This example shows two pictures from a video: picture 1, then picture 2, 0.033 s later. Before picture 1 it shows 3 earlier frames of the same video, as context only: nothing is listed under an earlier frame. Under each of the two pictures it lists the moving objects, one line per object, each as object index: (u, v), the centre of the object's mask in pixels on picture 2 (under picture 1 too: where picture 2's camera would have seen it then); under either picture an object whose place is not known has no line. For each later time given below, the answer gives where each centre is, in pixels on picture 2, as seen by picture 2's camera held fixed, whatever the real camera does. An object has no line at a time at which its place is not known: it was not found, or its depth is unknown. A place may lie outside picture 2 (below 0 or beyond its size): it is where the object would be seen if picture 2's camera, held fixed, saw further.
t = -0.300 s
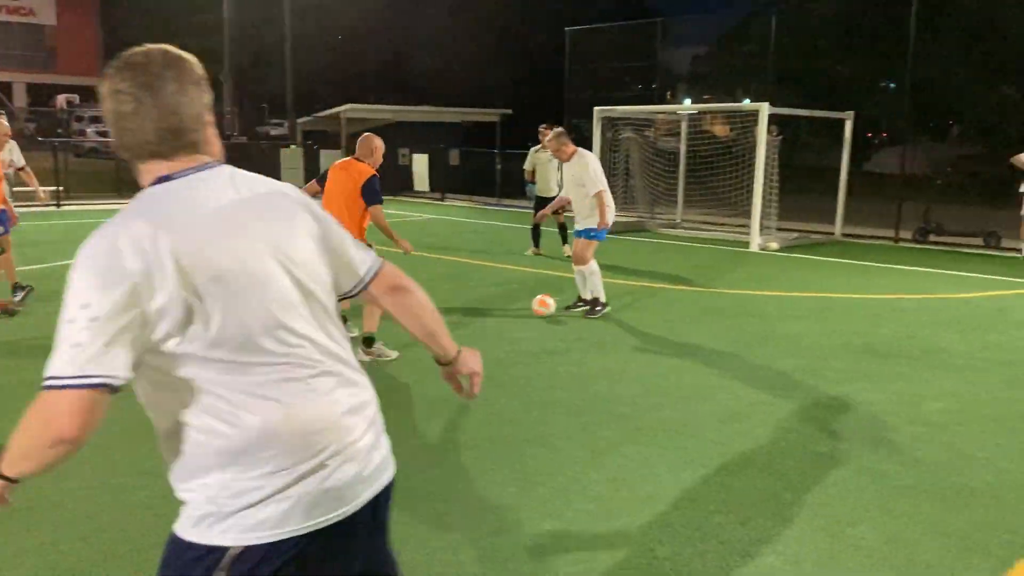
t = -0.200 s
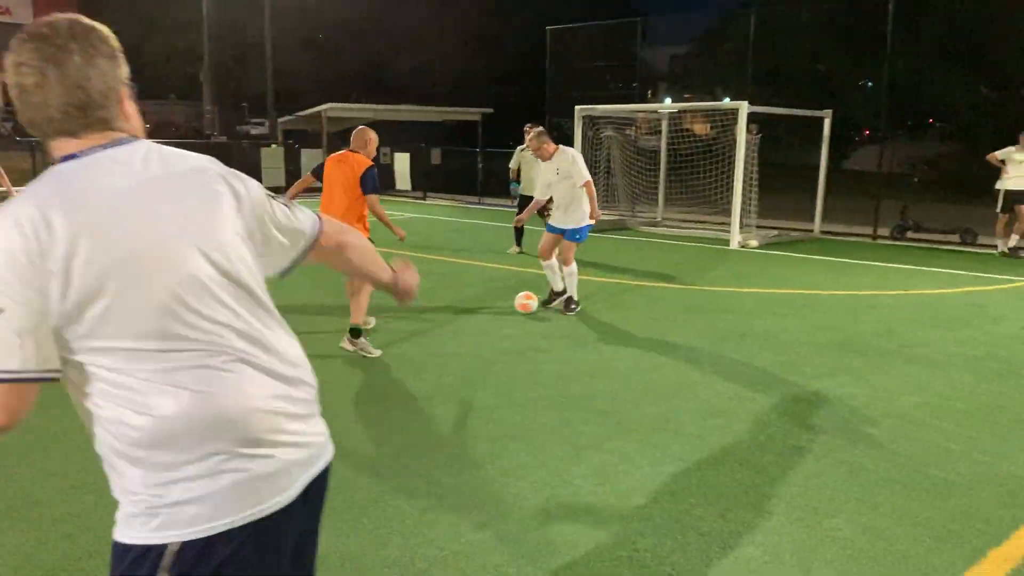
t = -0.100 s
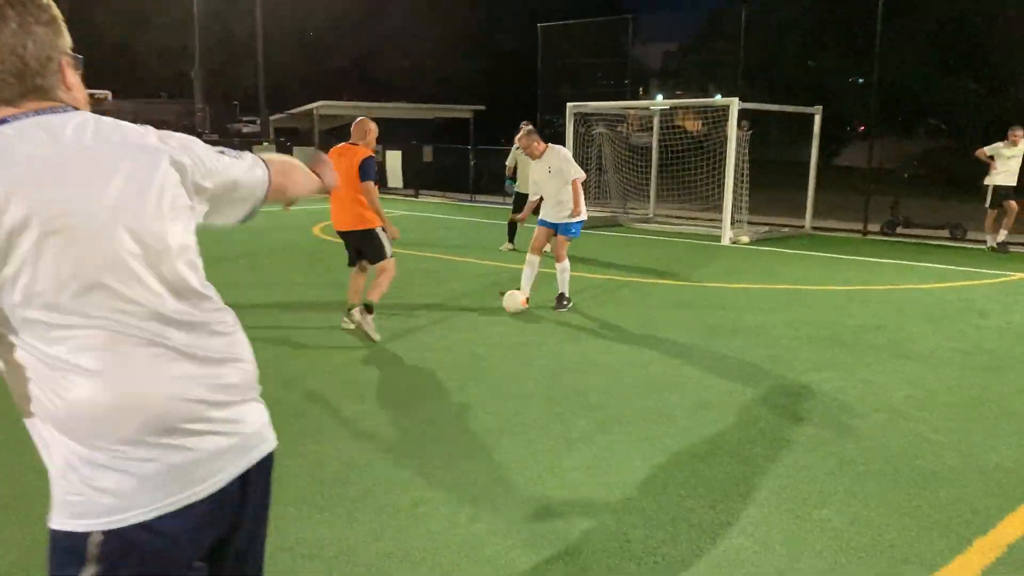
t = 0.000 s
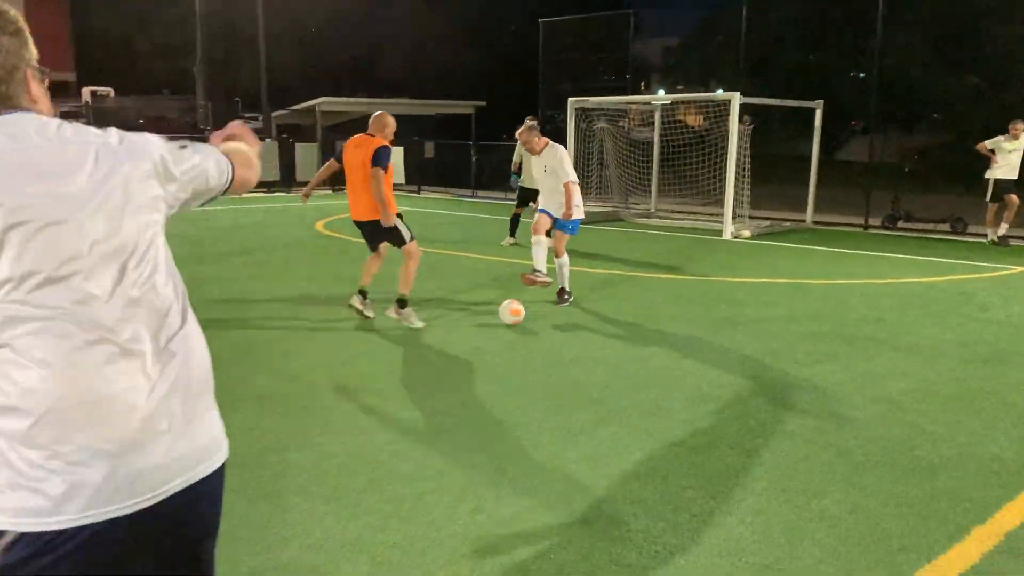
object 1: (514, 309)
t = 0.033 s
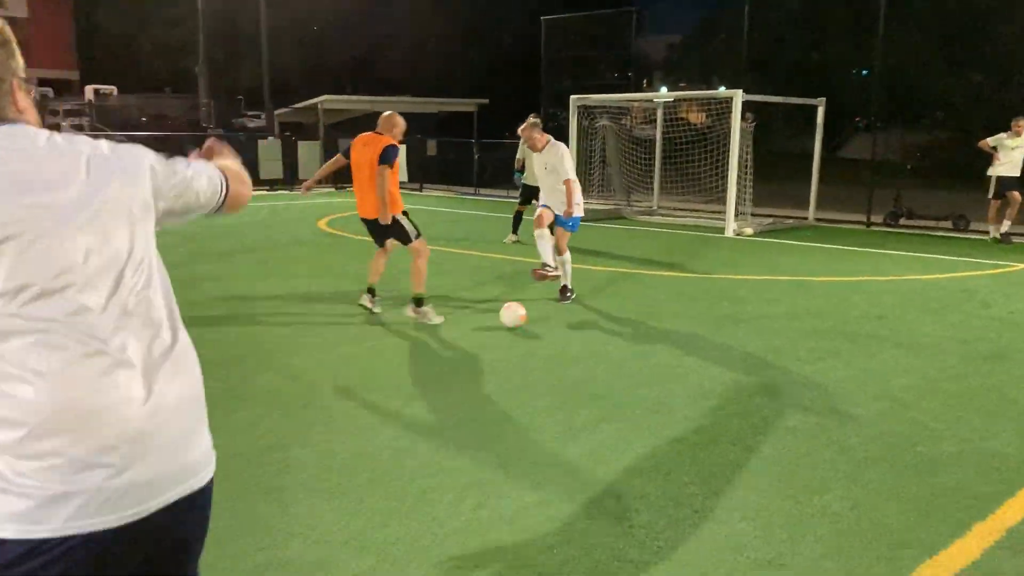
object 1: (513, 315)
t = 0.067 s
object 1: (512, 320)
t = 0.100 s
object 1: (510, 326)
